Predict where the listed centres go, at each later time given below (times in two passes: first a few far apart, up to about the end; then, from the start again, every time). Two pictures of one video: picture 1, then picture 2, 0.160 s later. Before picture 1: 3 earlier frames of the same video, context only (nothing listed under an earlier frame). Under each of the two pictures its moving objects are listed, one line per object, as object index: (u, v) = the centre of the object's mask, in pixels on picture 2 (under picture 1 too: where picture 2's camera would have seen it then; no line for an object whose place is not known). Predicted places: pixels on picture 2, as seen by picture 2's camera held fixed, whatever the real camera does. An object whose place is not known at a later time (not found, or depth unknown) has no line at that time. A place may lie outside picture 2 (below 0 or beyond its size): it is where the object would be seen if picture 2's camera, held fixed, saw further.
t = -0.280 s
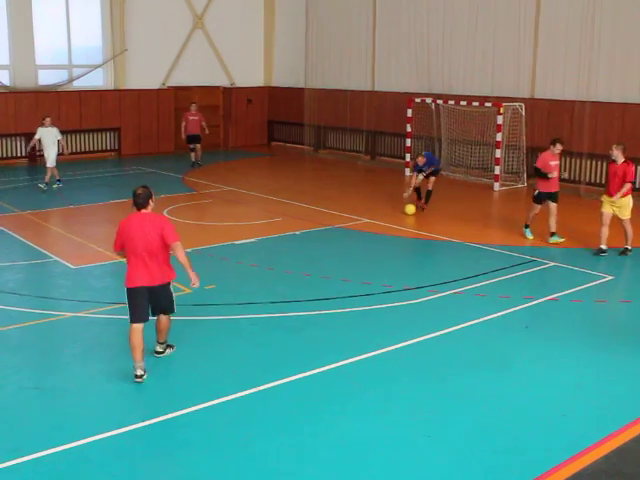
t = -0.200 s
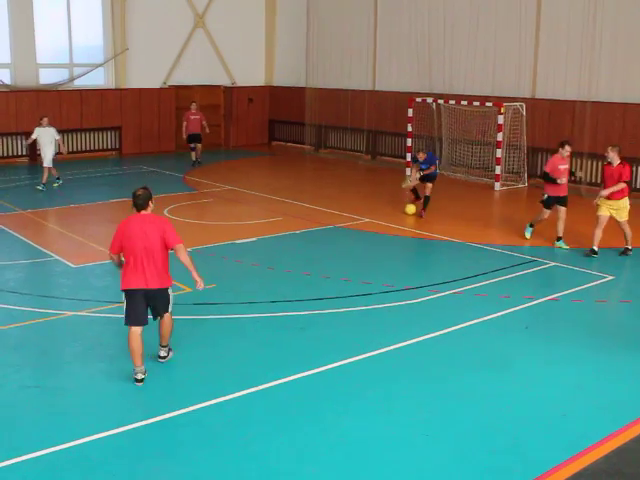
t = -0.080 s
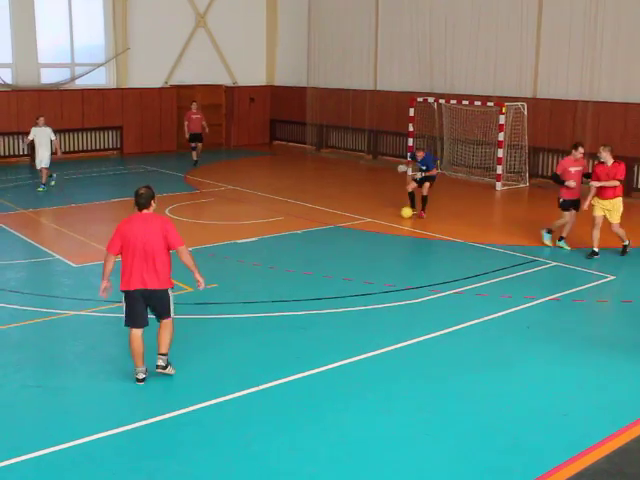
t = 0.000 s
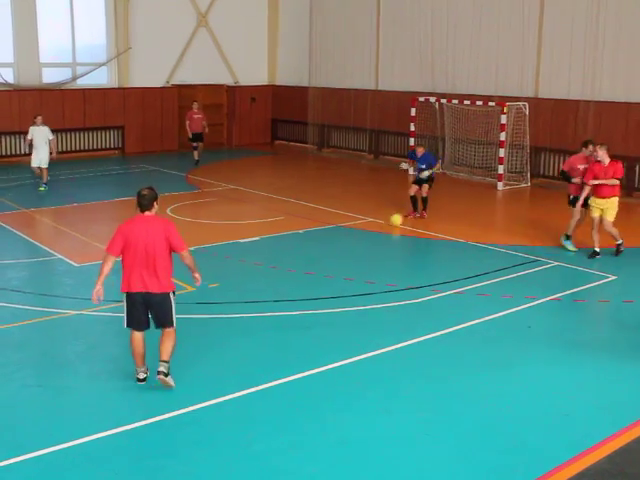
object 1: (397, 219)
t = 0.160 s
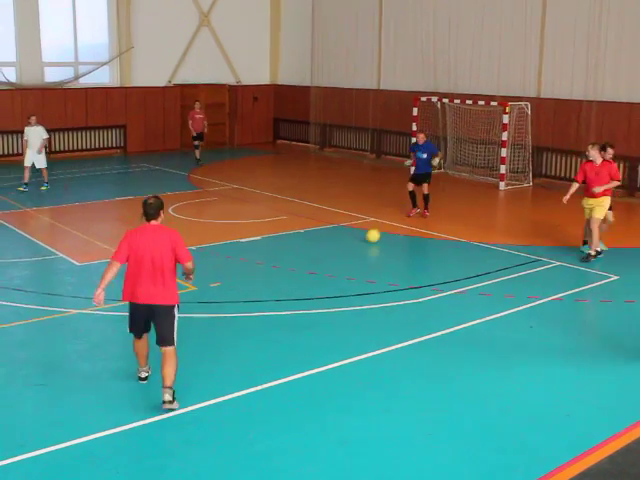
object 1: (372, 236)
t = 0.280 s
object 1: (353, 248)
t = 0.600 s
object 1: (295, 287)
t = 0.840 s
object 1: (244, 323)
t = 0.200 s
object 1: (366, 240)
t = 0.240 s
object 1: (359, 244)
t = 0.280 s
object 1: (353, 248)
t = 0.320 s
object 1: (345, 253)
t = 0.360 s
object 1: (338, 258)
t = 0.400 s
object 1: (331, 262)
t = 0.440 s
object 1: (324, 267)
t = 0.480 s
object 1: (317, 272)
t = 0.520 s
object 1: (309, 277)
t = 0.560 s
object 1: (303, 281)
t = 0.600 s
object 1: (295, 287)
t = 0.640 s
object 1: (287, 292)
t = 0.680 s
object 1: (280, 296)
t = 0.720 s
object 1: (271, 301)
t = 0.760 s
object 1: (263, 309)
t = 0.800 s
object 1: (254, 316)
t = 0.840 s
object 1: (244, 323)
